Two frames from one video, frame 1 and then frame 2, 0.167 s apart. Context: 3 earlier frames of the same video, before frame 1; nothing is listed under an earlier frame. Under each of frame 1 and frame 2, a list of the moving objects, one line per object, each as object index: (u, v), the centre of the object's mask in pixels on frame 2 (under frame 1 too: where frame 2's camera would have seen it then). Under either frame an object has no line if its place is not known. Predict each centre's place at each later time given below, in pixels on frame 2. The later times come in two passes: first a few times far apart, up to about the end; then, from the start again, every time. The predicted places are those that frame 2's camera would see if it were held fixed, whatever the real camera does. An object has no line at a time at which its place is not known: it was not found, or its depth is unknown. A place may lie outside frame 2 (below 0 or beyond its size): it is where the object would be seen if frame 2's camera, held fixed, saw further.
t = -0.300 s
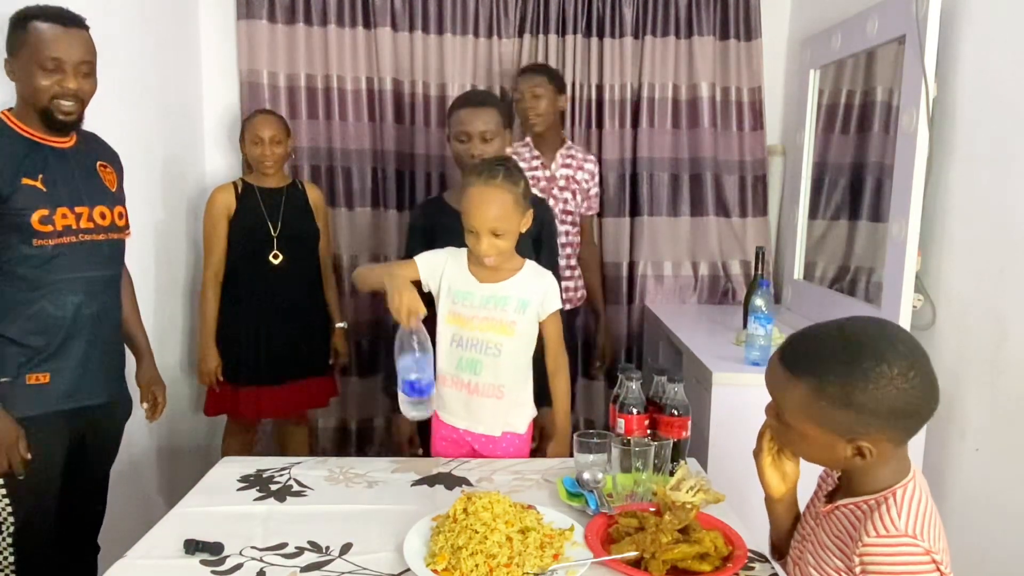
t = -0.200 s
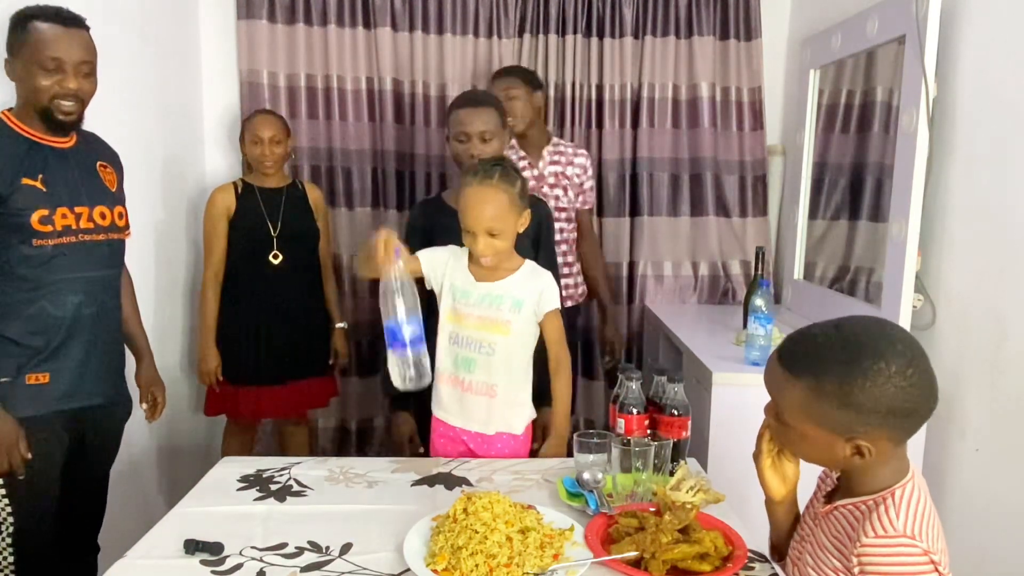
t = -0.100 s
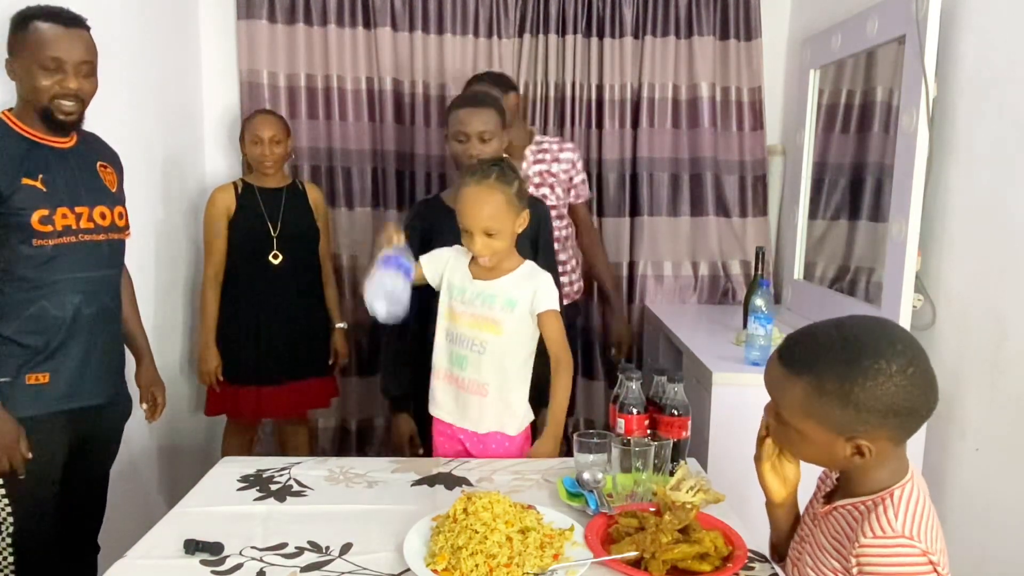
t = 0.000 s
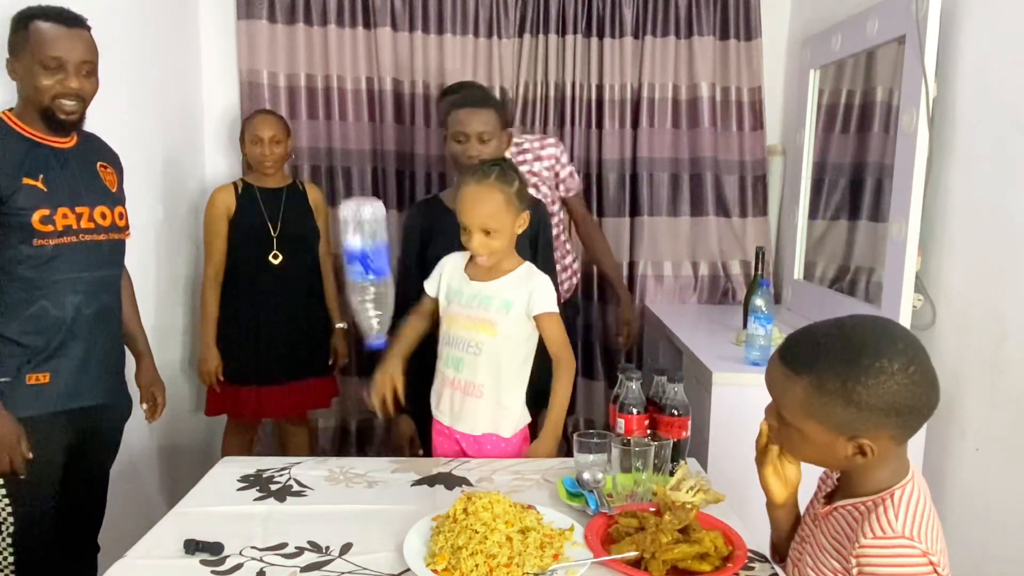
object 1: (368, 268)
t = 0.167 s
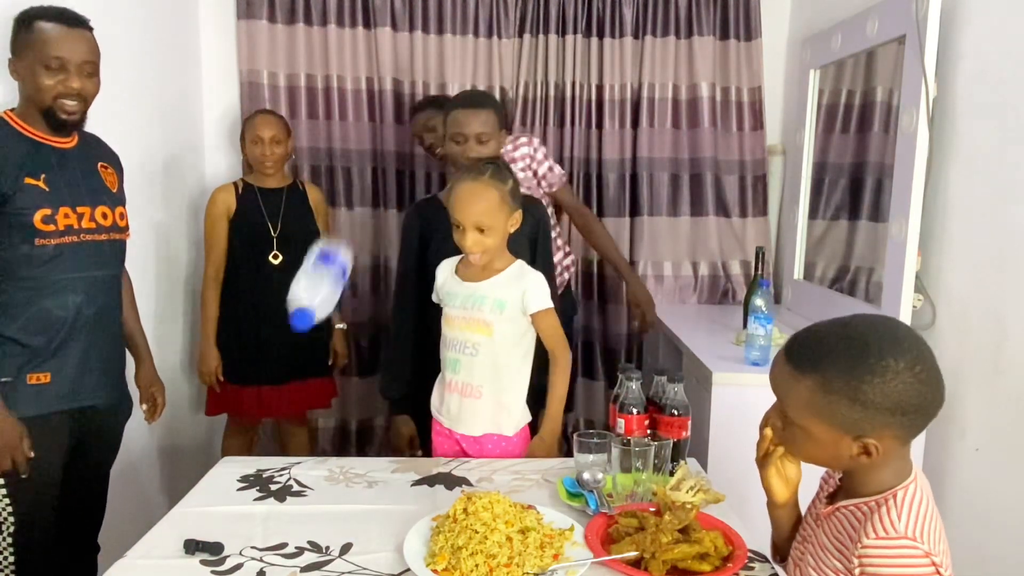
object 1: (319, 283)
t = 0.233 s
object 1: (303, 347)
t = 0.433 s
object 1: (250, 523)
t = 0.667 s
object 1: (234, 533)
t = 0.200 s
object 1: (311, 311)
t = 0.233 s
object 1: (303, 347)
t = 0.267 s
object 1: (295, 392)
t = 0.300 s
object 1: (287, 441)
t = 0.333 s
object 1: (272, 509)
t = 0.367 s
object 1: (268, 521)
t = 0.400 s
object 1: (259, 521)
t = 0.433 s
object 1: (250, 523)
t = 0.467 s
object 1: (242, 531)
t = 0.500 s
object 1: (238, 533)
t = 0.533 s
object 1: (235, 532)
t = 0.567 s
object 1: (232, 533)
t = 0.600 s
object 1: (234, 534)
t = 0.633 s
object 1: (234, 534)
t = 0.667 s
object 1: (234, 533)
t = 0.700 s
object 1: (236, 533)
